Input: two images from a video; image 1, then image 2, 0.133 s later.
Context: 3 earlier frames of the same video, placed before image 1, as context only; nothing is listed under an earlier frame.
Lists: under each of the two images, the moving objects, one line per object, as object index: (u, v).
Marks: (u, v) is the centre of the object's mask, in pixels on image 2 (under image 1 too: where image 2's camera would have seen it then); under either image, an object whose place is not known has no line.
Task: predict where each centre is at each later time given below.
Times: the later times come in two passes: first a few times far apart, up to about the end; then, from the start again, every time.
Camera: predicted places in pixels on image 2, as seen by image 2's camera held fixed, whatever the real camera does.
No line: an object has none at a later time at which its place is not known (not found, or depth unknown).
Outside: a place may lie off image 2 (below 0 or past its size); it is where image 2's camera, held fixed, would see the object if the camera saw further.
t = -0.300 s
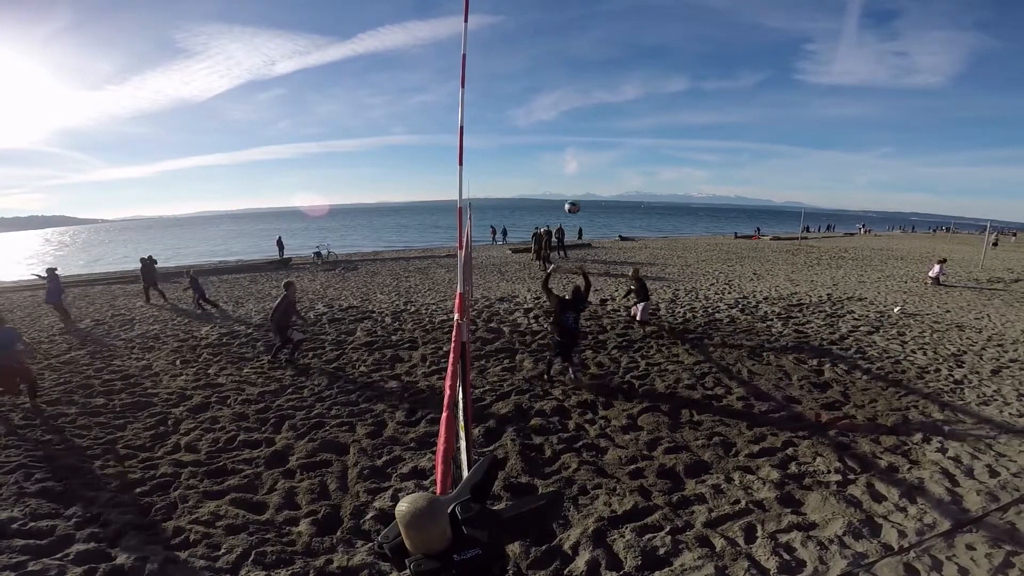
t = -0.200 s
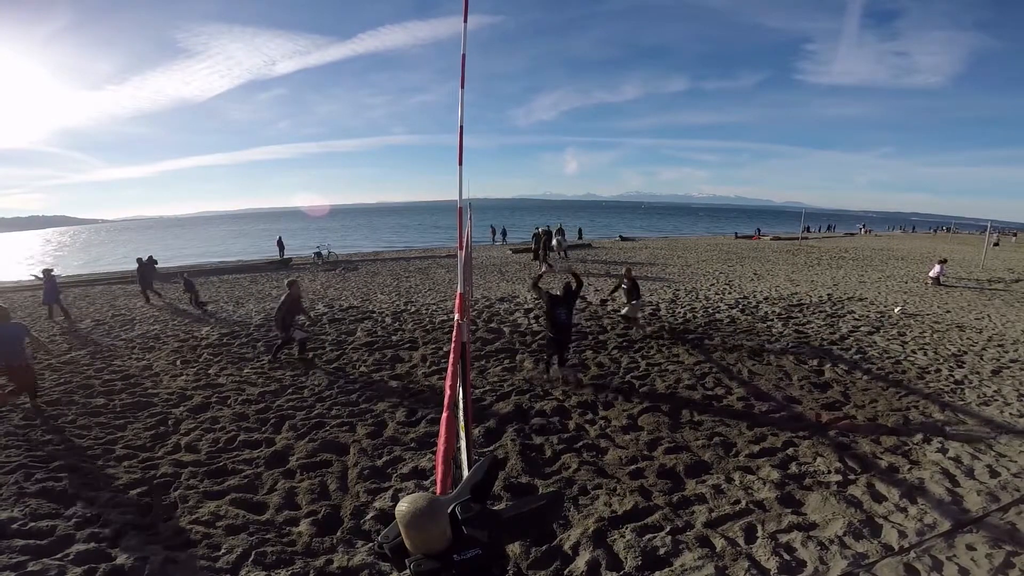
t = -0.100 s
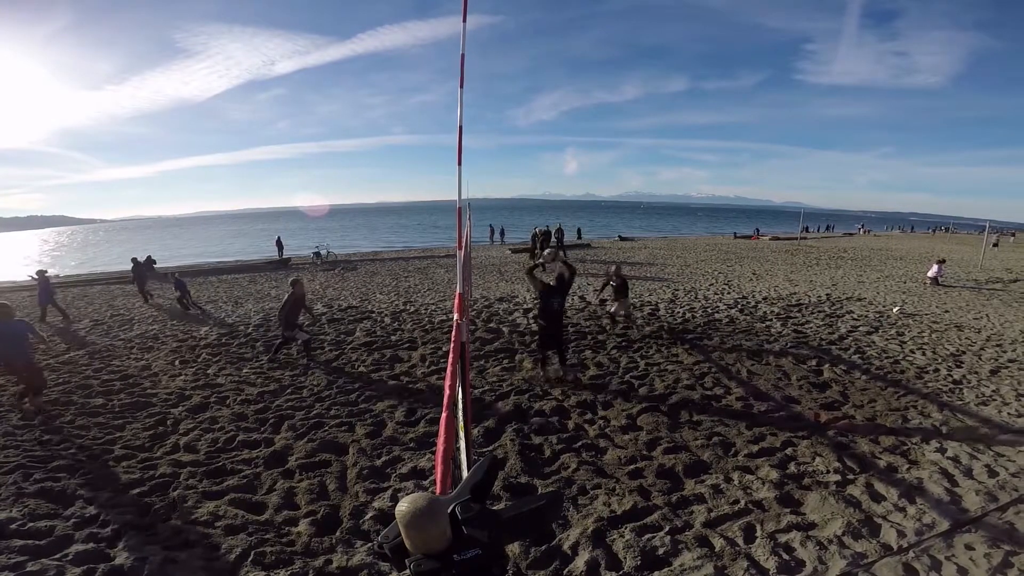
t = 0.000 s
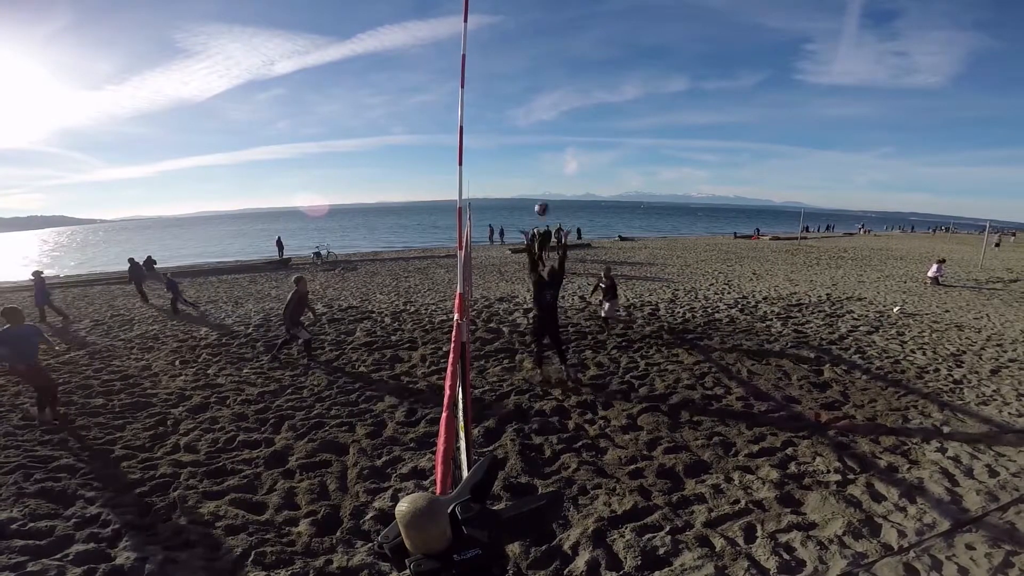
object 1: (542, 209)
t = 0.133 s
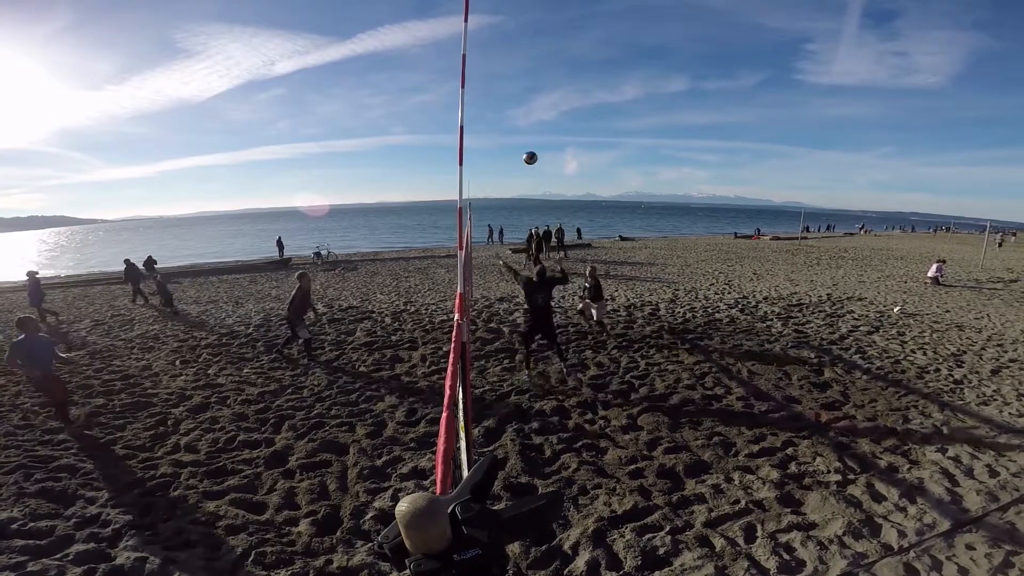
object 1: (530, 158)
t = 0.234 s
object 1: (520, 130)
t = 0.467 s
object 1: (499, 92)
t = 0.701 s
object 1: (478, 88)
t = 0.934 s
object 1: (456, 111)
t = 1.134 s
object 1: (442, 153)
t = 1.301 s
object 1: (430, 202)
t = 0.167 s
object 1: (527, 147)
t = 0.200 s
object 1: (523, 138)
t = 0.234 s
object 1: (520, 130)
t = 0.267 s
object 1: (517, 122)
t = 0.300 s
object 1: (514, 115)
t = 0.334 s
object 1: (511, 109)
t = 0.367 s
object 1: (508, 104)
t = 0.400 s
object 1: (505, 99)
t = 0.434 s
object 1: (502, 95)
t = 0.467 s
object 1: (499, 92)
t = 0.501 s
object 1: (496, 90)
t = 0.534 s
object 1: (493, 88)
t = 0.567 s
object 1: (490, 87)
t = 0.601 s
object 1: (487, 87)
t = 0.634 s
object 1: (484, 86)
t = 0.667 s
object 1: (481, 87)
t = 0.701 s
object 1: (478, 88)
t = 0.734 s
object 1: (475, 90)
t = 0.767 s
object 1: (473, 92)
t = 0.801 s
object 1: (470, 95)
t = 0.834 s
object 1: (469, 98)
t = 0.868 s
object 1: (467, 102)
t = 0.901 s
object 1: (458, 106)
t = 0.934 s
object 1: (456, 111)
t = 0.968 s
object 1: (455, 117)
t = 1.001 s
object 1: (453, 123)
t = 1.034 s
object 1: (450, 130)
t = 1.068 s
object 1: (448, 137)
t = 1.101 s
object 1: (445, 144)
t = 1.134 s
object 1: (442, 153)
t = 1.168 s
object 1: (440, 161)
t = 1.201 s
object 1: (438, 171)
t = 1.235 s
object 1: (435, 181)
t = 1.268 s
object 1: (433, 191)
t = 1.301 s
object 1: (430, 202)
